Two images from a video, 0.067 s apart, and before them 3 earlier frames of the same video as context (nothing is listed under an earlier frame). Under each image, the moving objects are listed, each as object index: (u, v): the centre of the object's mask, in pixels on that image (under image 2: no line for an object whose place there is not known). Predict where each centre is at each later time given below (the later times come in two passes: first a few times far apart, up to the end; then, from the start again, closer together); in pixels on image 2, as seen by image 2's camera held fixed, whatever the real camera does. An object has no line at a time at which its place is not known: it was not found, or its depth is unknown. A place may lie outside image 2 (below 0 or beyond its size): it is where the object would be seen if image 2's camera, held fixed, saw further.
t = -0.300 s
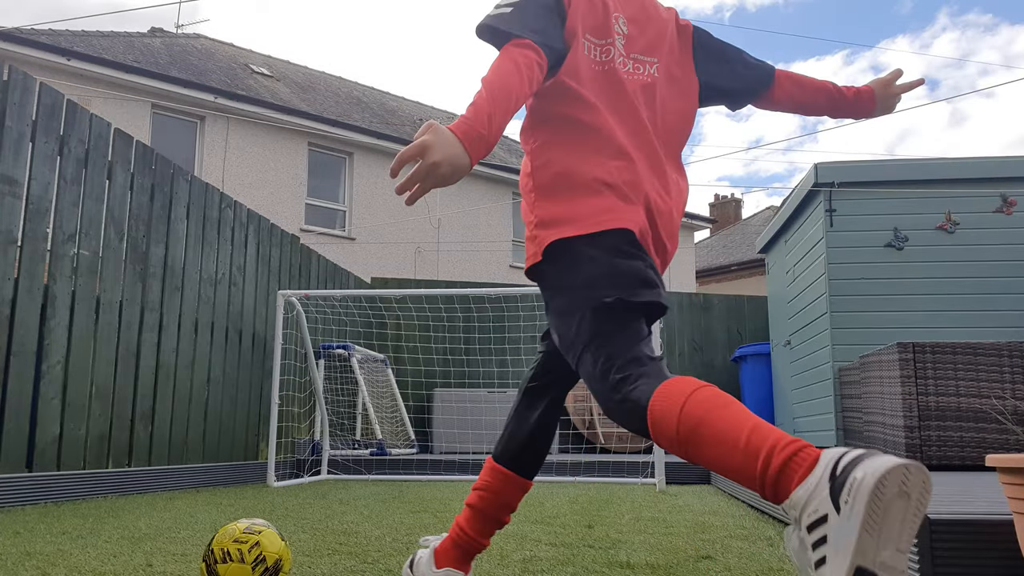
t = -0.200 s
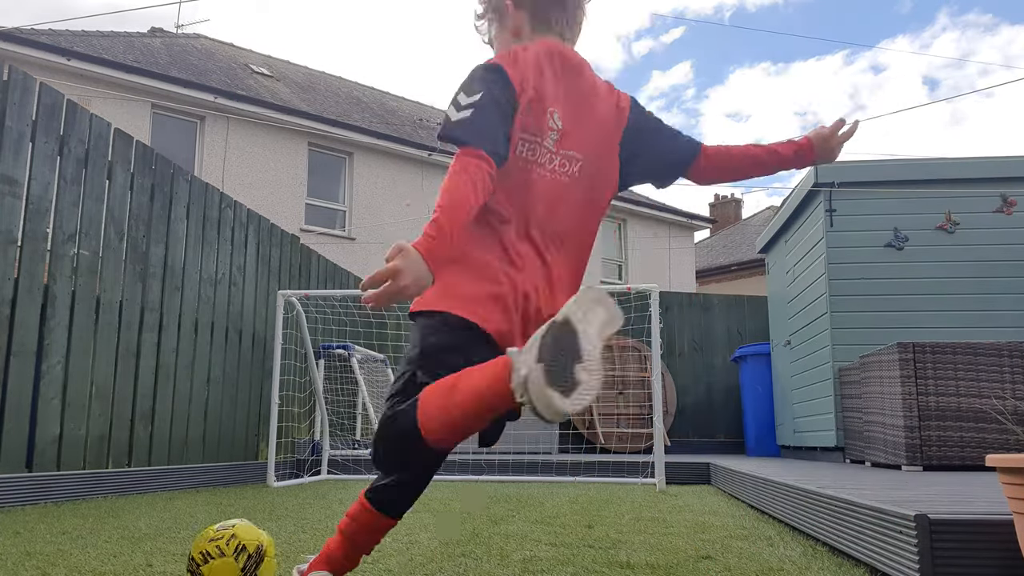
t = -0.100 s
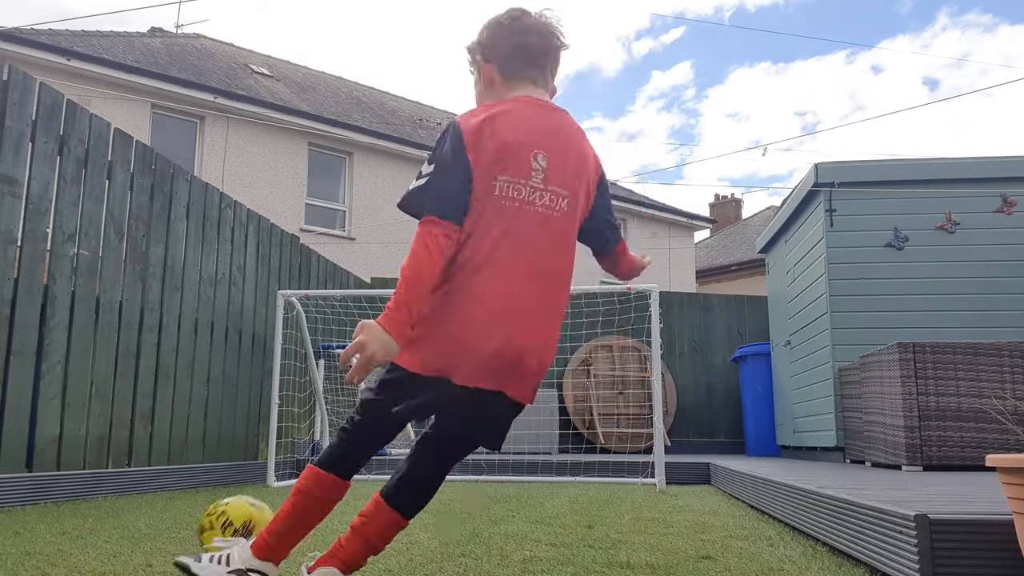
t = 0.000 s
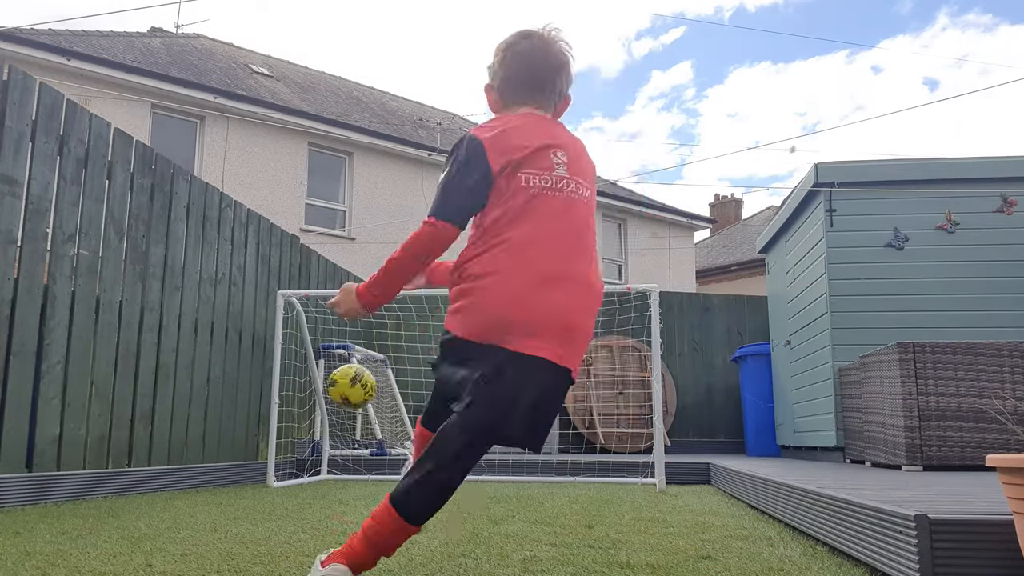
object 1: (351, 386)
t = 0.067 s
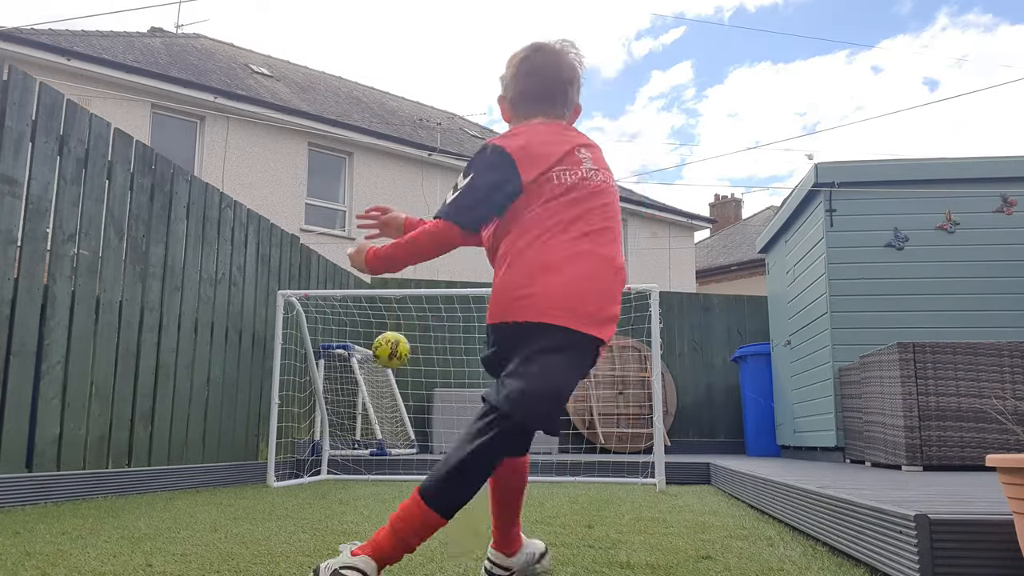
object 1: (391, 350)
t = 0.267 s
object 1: (452, 332)
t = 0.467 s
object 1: (443, 471)
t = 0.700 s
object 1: (438, 364)
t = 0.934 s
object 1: (431, 317)
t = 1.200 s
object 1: (419, 368)
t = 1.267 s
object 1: (416, 400)
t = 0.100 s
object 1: (405, 340)
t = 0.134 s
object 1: (417, 336)
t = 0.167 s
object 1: (427, 331)
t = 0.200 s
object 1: (436, 330)
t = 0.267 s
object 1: (452, 332)
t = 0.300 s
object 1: (458, 336)
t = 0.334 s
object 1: (457, 349)
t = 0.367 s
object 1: (454, 376)
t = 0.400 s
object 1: (451, 404)
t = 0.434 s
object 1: (447, 436)
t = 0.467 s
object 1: (443, 471)
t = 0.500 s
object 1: (442, 461)
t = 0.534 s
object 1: (442, 442)
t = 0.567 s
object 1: (441, 423)
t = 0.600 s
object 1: (440, 406)
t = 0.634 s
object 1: (439, 391)
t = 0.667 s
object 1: (439, 377)
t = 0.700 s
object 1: (438, 364)
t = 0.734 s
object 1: (437, 353)
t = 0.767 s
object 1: (436, 343)
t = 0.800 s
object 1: (435, 335)
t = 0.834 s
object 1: (433, 330)
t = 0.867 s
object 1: (434, 324)
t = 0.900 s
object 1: (432, 320)
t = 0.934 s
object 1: (431, 317)
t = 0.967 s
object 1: (430, 317)
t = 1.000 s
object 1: (429, 319)
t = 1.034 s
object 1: (427, 322)
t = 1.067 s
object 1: (426, 327)
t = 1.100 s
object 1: (424, 334)
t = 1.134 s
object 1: (422, 343)
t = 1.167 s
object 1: (421, 354)
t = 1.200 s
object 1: (419, 368)
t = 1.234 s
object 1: (418, 383)
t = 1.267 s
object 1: (416, 400)
